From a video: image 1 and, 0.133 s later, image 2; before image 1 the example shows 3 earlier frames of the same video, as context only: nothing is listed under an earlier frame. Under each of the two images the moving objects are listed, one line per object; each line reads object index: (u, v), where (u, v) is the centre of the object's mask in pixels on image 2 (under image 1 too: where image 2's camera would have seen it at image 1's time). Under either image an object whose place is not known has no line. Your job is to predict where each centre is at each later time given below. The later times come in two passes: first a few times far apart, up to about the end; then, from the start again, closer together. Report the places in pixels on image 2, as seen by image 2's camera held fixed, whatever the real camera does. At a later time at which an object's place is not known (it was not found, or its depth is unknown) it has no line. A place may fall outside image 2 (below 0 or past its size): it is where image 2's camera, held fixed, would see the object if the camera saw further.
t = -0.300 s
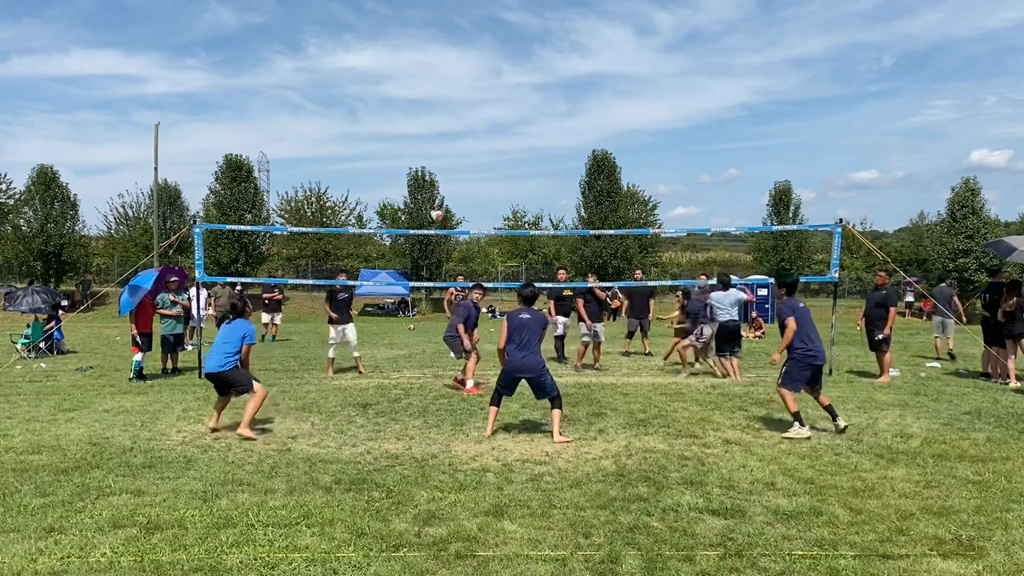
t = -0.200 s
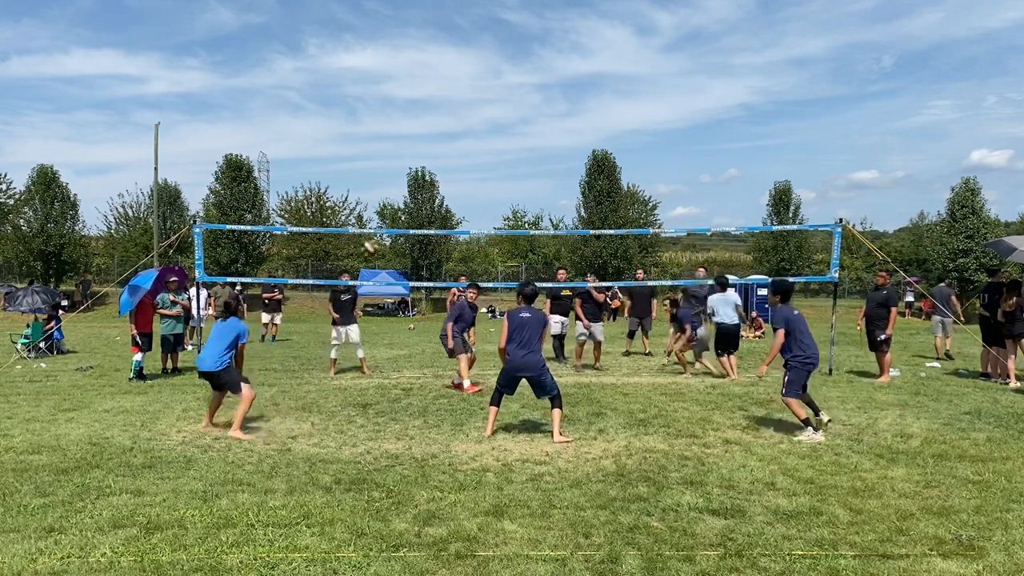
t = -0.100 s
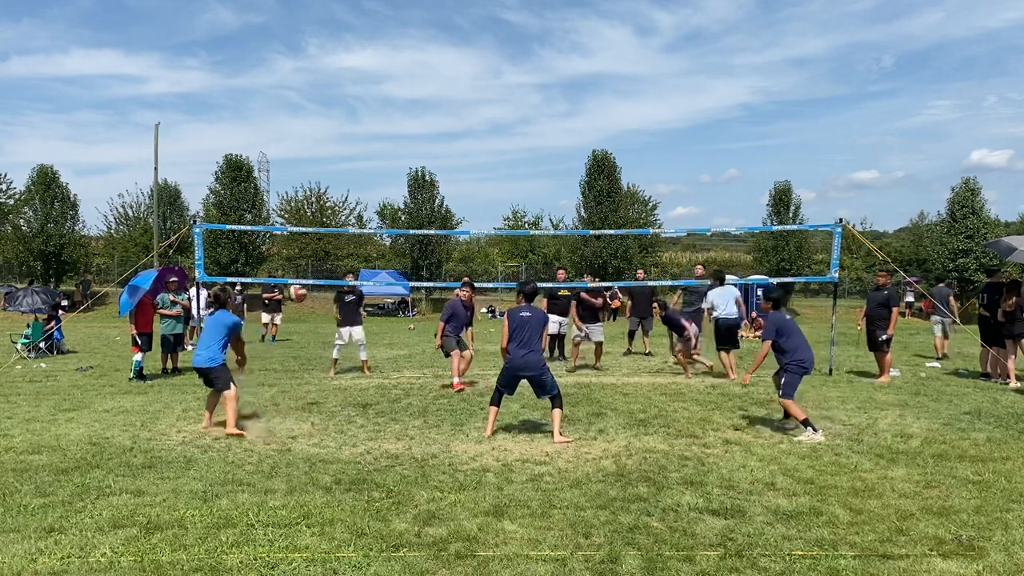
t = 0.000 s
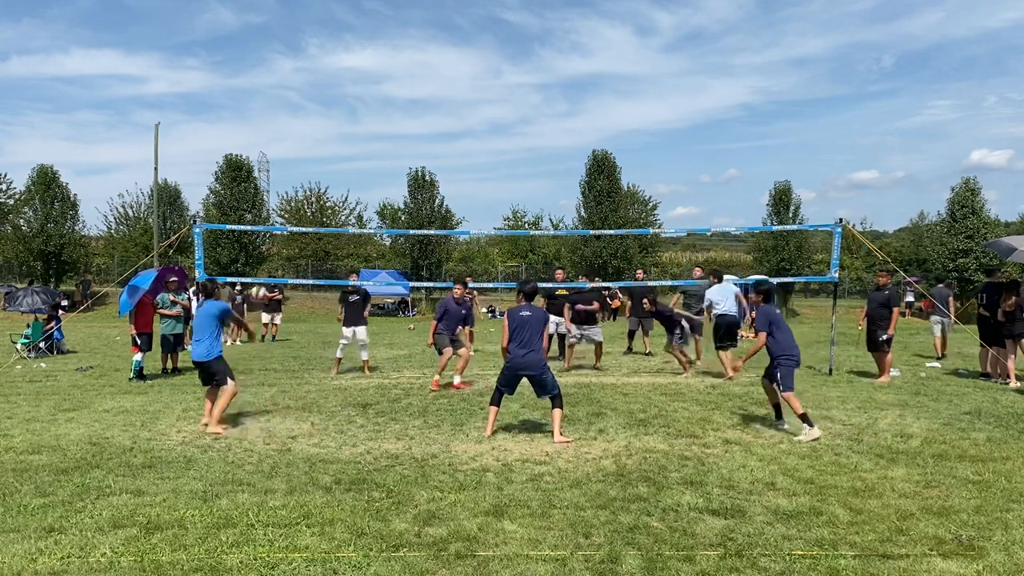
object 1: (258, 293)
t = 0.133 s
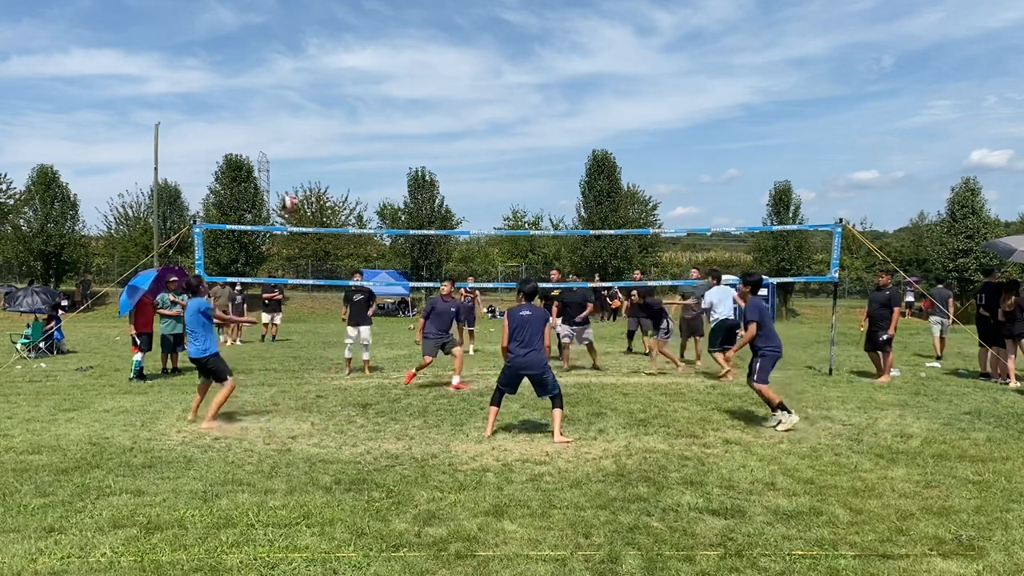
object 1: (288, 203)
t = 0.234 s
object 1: (310, 150)
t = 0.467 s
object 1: (351, 66)
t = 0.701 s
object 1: (384, 33)
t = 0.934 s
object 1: (414, 44)
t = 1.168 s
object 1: (440, 92)
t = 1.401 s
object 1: (464, 172)
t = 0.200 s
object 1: (303, 167)
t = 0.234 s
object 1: (310, 150)
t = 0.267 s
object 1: (316, 135)
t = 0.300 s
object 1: (322, 121)
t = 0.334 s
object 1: (329, 108)
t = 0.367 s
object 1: (334, 96)
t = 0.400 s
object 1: (340, 85)
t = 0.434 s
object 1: (346, 75)
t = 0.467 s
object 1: (351, 66)
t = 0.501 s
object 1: (356, 59)
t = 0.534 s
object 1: (361, 52)
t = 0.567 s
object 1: (365, 46)
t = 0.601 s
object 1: (370, 42)
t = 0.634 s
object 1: (375, 38)
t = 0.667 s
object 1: (380, 35)
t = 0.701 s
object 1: (384, 33)
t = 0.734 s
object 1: (389, 32)
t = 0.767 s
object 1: (393, 32)
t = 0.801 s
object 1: (397, 33)
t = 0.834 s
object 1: (401, 34)
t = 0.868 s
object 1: (406, 37)
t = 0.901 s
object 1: (410, 40)
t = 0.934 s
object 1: (414, 44)
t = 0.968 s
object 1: (418, 49)
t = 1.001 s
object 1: (422, 54)
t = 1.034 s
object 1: (426, 60)
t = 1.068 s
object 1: (429, 67)
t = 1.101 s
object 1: (433, 75)
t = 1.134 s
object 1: (437, 83)
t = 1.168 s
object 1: (440, 92)
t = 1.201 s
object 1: (444, 102)
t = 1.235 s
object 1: (448, 112)
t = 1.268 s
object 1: (451, 123)
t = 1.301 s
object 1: (454, 134)
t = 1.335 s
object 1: (457, 146)
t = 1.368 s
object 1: (461, 158)
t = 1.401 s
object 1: (464, 172)
